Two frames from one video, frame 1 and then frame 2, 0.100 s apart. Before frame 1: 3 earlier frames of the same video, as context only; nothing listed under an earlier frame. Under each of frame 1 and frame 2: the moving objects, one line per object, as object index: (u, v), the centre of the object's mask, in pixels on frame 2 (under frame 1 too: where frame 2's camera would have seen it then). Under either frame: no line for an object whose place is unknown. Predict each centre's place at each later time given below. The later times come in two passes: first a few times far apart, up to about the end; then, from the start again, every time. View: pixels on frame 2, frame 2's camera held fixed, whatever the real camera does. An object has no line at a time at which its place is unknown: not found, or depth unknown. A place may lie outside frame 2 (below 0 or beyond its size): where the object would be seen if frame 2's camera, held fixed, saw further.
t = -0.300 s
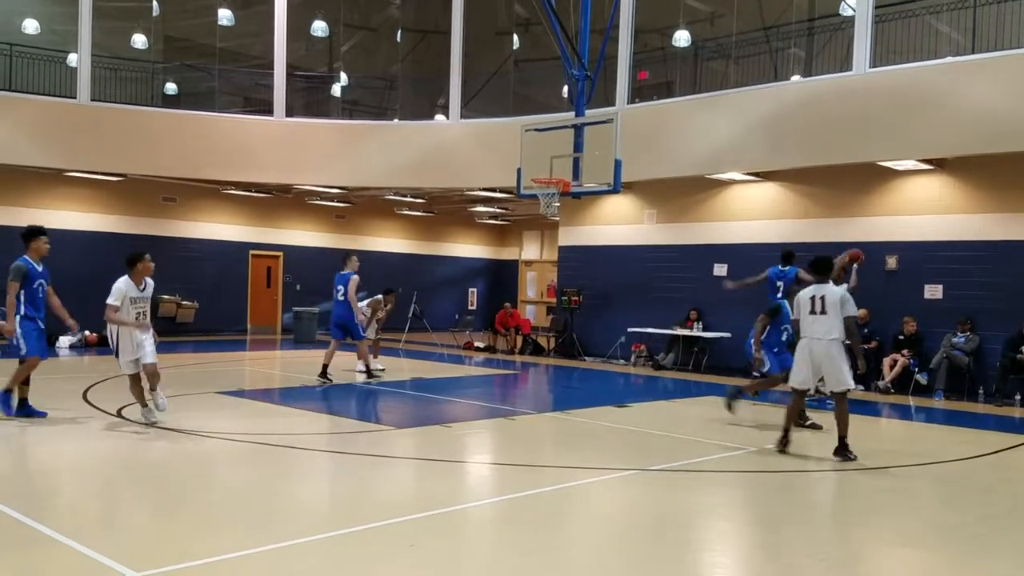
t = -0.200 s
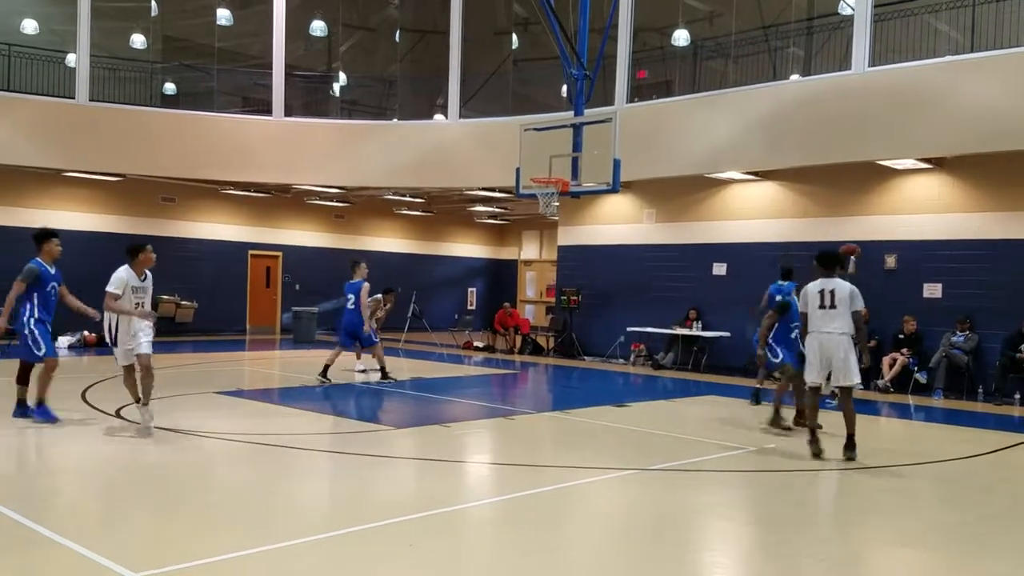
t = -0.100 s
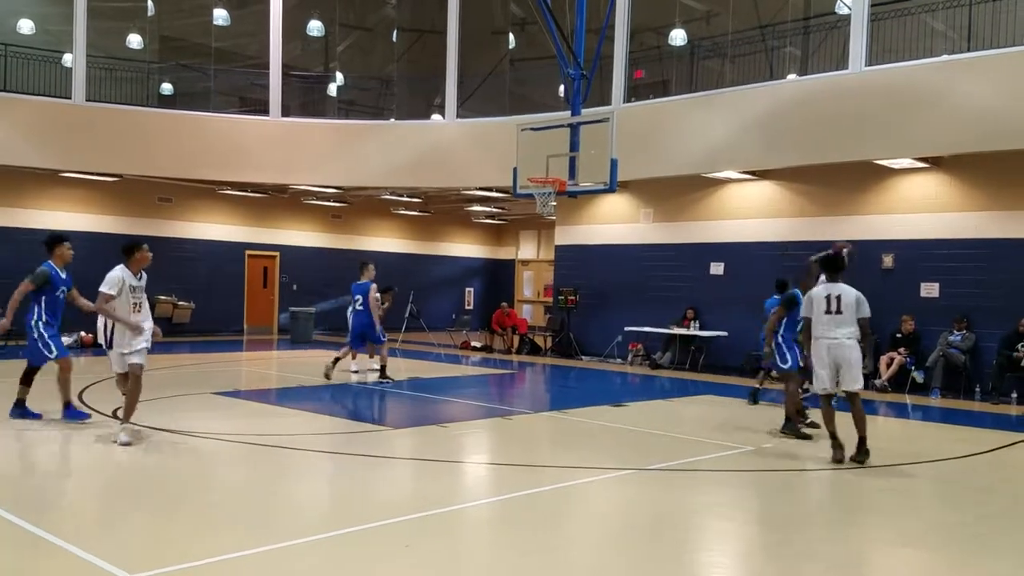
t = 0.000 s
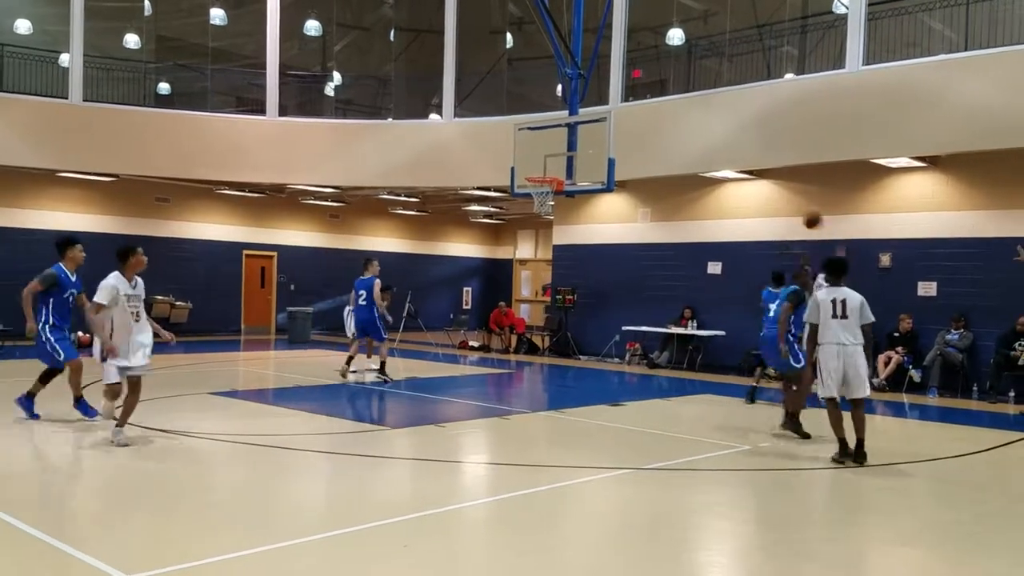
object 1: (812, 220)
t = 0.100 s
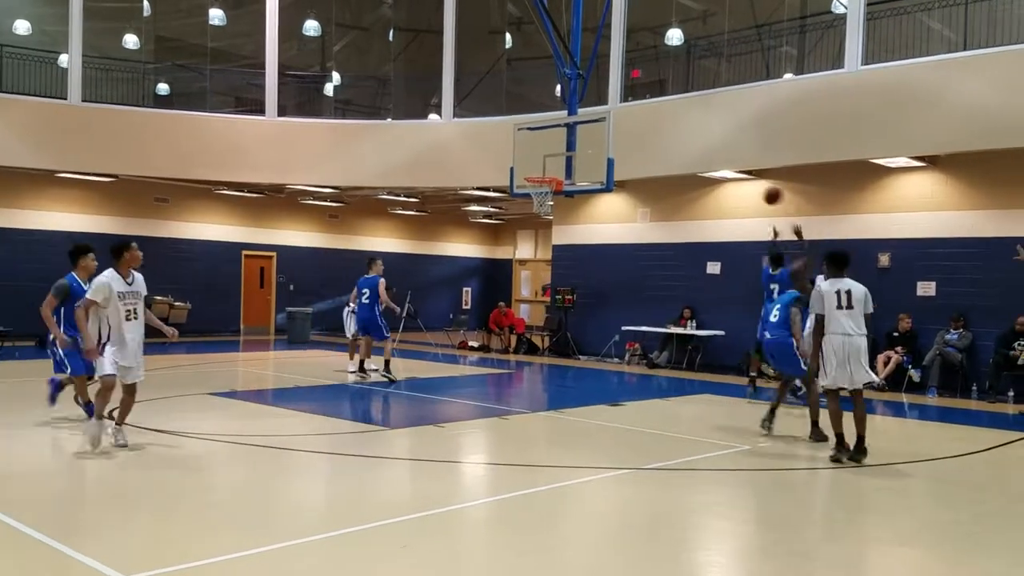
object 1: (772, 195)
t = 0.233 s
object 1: (711, 169)
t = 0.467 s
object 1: (569, 154)
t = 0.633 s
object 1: (424, 178)
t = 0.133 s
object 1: (758, 188)
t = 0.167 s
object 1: (743, 182)
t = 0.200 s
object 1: (727, 176)
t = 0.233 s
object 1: (711, 169)
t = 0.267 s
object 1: (694, 164)
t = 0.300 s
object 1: (676, 161)
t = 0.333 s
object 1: (657, 157)
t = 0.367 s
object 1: (636, 155)
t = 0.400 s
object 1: (615, 153)
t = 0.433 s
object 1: (593, 152)
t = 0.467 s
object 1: (569, 154)
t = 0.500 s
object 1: (543, 155)
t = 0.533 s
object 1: (516, 159)
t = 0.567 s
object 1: (488, 163)
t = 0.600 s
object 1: (458, 170)
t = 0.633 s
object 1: (424, 178)
